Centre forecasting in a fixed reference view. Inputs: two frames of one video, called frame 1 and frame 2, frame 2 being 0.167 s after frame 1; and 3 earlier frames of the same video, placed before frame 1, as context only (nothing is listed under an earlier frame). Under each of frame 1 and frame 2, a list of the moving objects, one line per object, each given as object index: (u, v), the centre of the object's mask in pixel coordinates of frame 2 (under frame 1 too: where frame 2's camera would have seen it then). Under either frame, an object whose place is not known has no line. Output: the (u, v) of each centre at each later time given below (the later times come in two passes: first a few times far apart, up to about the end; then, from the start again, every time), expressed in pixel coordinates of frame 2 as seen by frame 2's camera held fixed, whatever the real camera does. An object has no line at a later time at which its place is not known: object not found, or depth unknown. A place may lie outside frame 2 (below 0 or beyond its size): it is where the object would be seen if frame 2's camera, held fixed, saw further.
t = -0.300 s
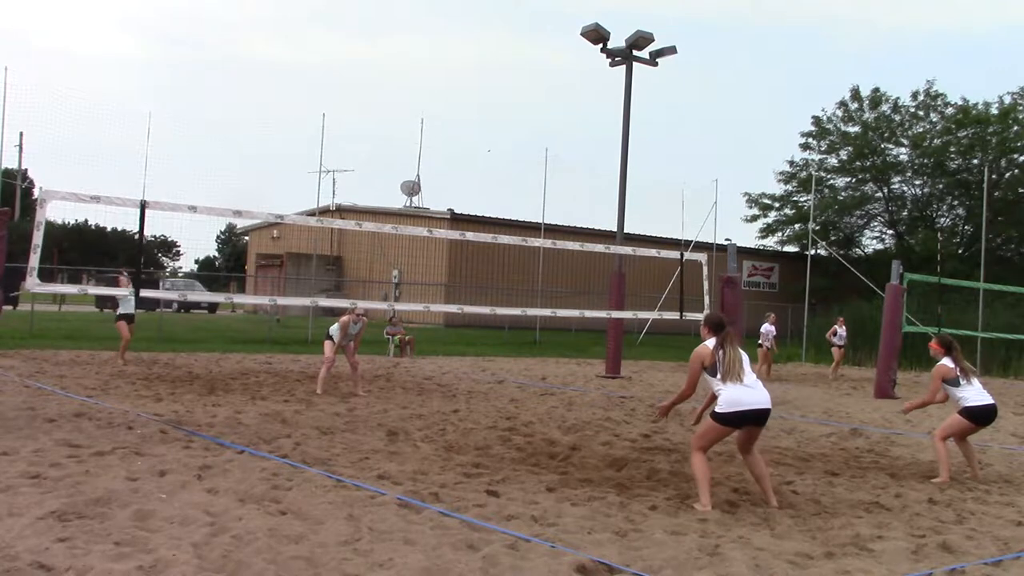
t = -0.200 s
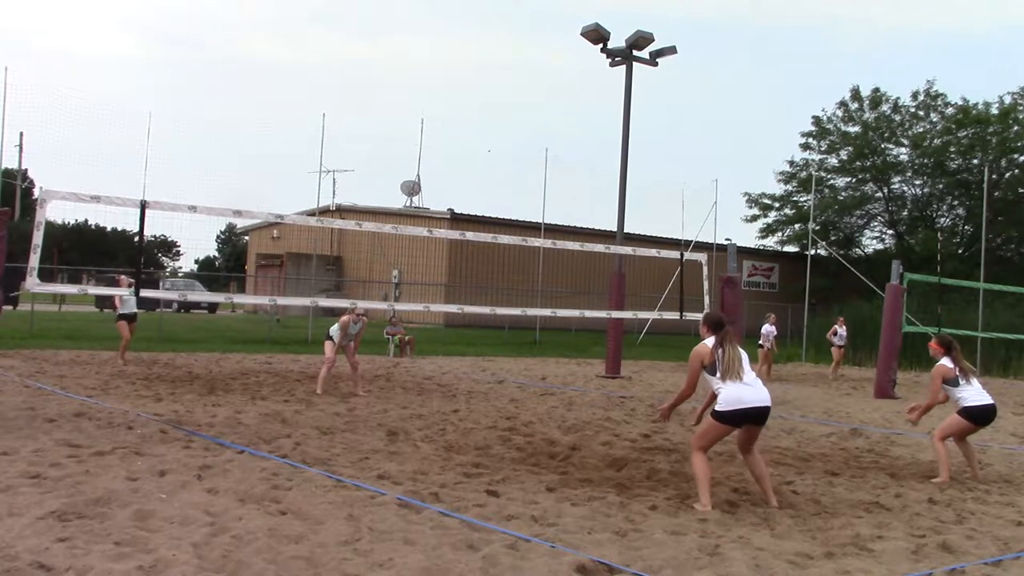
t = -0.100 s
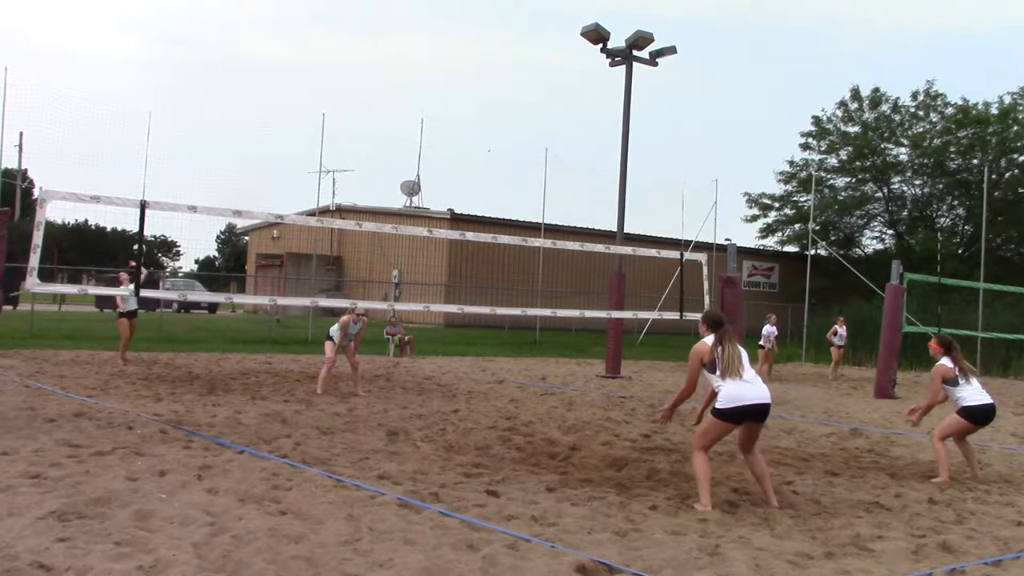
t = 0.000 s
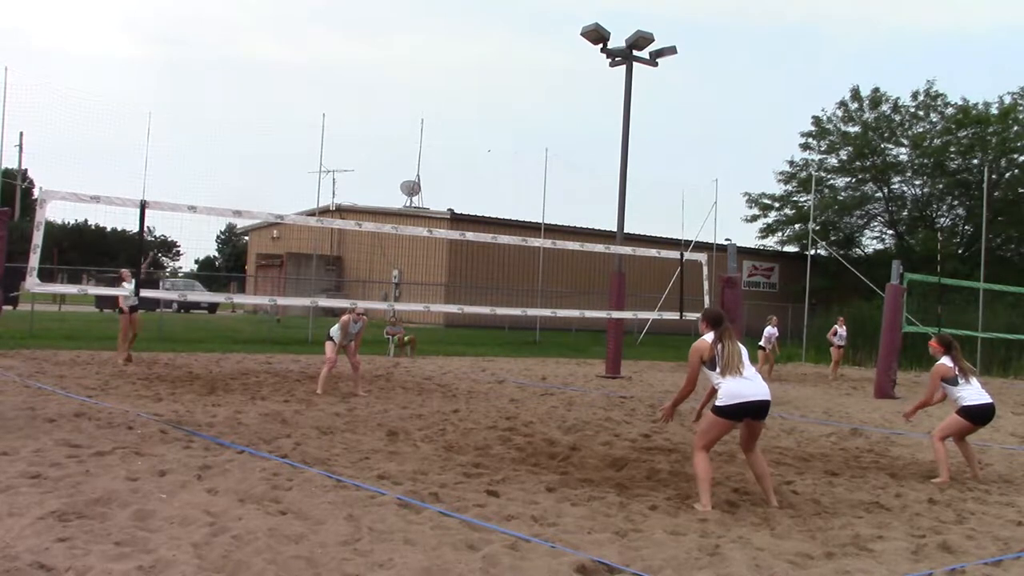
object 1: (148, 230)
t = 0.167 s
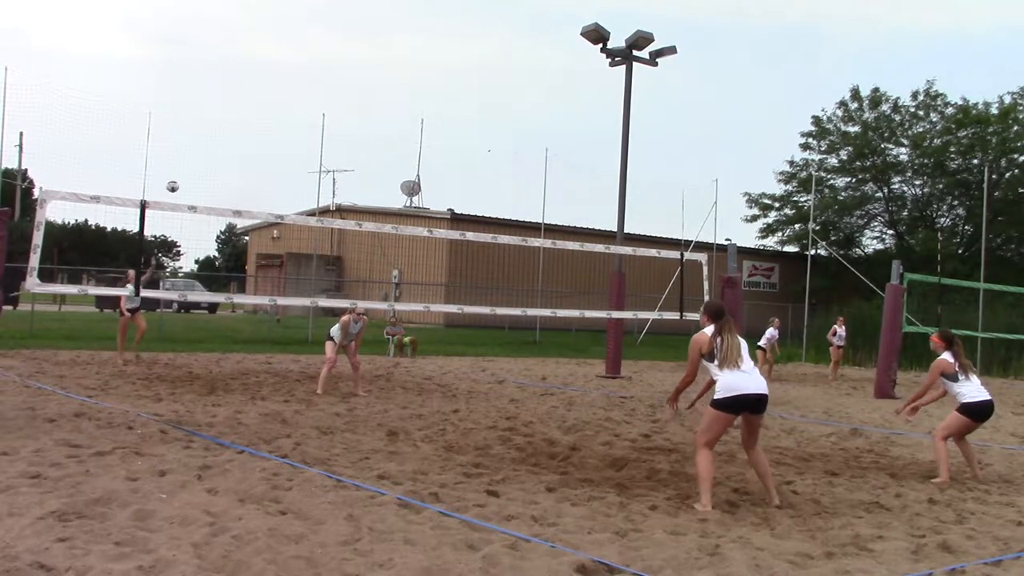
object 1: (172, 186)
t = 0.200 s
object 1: (176, 179)
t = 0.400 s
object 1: (206, 143)
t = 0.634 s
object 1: (243, 130)
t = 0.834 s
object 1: (278, 150)
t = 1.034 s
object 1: (318, 211)
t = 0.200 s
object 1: (176, 179)
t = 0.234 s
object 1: (181, 171)
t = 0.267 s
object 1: (186, 165)
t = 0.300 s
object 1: (191, 158)
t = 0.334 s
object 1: (196, 153)
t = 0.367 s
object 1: (201, 148)
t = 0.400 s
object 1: (206, 143)
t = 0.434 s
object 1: (211, 139)
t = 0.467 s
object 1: (216, 136)
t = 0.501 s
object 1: (222, 133)
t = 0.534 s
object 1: (227, 131)
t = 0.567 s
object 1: (232, 130)
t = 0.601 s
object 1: (237, 129)
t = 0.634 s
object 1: (243, 130)
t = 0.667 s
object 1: (249, 131)
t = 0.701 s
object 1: (255, 133)
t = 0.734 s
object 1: (260, 136)
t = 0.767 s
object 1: (266, 139)
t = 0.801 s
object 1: (272, 144)
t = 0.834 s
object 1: (278, 150)
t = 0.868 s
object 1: (284, 157)
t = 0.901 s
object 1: (290, 165)
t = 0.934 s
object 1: (297, 175)
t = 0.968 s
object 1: (304, 185)
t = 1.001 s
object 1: (310, 197)
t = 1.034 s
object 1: (318, 211)
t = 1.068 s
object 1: (325, 225)
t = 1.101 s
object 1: (334, 243)
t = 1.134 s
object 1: (342, 260)
